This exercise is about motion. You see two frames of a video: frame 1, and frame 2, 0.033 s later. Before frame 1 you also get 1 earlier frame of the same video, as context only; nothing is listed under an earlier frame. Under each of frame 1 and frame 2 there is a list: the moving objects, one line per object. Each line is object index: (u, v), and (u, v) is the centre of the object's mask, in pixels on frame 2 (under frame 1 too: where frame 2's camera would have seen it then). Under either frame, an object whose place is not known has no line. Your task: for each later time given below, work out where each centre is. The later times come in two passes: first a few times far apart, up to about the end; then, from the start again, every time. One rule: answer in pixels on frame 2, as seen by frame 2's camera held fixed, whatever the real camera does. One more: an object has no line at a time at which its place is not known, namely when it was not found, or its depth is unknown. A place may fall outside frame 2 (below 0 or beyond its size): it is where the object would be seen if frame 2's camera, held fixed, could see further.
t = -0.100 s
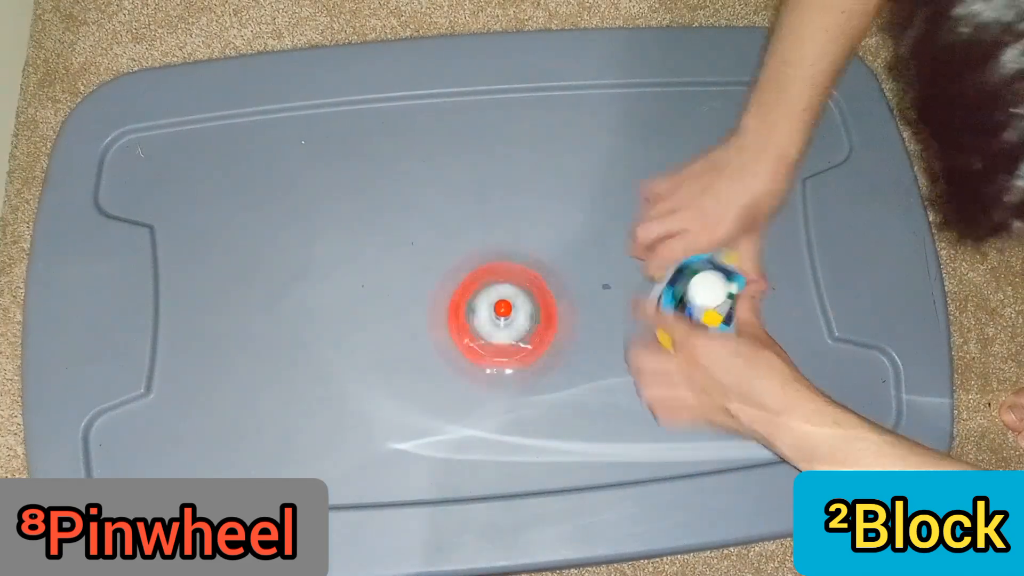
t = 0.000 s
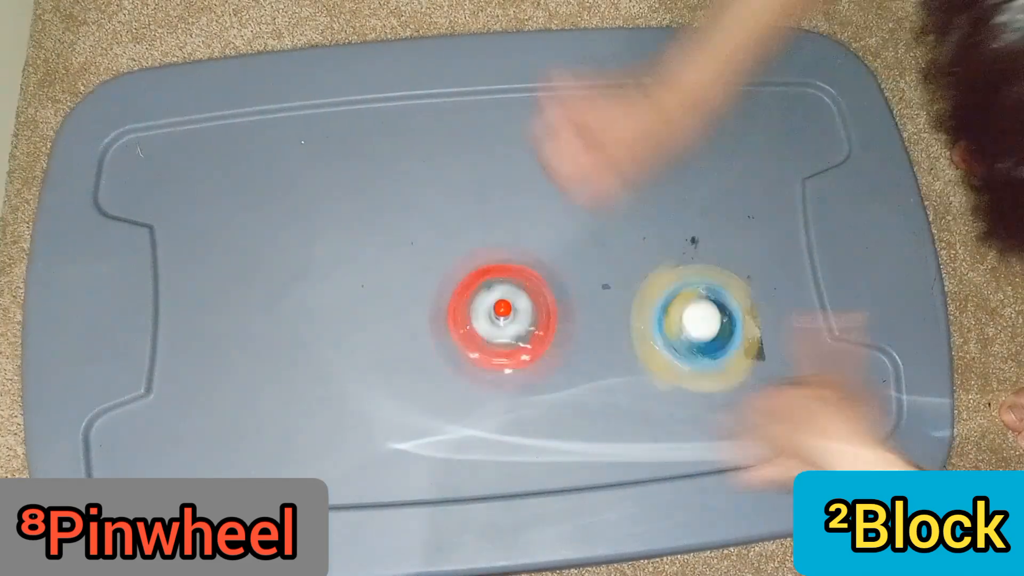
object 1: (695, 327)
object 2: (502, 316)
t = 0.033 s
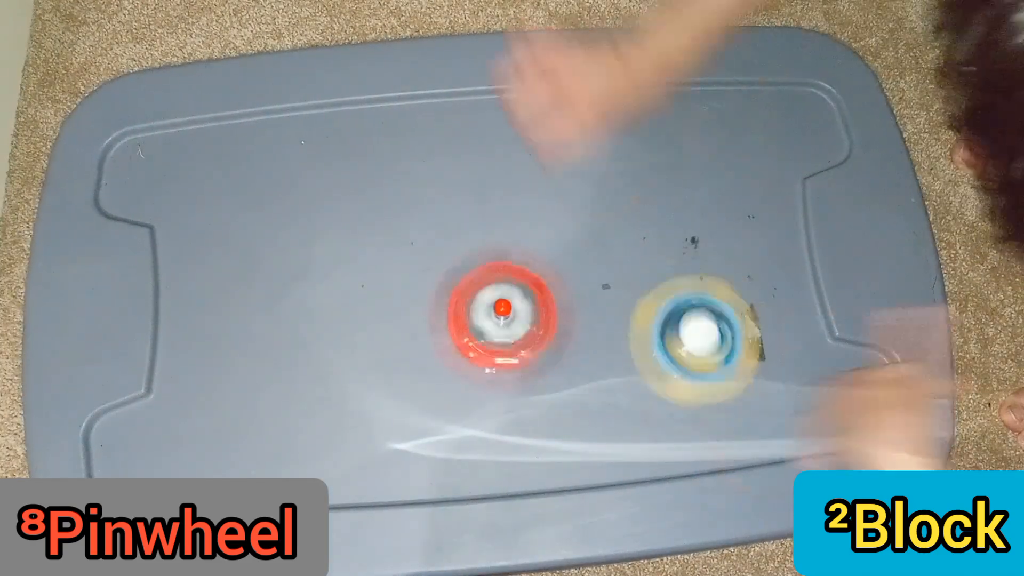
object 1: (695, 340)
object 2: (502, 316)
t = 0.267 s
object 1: (684, 370)
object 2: (502, 315)
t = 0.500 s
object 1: (663, 366)
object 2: (502, 315)
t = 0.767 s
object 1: (659, 356)
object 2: (502, 315)
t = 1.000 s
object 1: (652, 344)
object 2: (502, 316)
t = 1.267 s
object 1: (648, 332)
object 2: (501, 316)
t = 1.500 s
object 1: (646, 322)
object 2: (502, 315)
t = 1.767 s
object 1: (690, 315)
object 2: (416, 331)
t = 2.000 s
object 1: (682, 326)
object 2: (417, 322)
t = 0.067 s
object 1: (694, 349)
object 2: (503, 315)
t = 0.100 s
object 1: (693, 357)
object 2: (501, 316)
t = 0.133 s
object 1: (692, 363)
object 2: (502, 316)
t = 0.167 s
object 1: (691, 366)
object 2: (502, 316)
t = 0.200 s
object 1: (688, 368)
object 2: (502, 315)
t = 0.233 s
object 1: (686, 369)
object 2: (502, 316)
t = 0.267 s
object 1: (684, 370)
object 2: (502, 315)
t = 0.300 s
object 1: (681, 371)
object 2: (503, 315)
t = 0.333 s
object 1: (678, 372)
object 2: (502, 316)
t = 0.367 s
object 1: (675, 372)
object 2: (502, 316)
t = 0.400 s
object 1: (671, 371)
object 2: (501, 316)
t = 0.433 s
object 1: (668, 370)
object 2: (503, 315)
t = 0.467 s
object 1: (665, 369)
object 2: (501, 316)
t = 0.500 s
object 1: (663, 366)
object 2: (502, 315)
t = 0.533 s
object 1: (661, 364)
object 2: (502, 316)
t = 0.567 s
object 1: (661, 363)
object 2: (502, 315)
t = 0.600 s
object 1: (661, 362)
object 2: (501, 316)
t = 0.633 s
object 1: (660, 361)
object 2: (502, 315)
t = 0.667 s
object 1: (661, 359)
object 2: (502, 316)
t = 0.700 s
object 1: (660, 358)
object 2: (502, 315)
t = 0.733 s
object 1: (660, 357)
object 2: (502, 316)
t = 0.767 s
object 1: (659, 356)
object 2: (502, 315)
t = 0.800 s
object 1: (658, 354)
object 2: (502, 316)
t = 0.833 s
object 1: (657, 353)
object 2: (502, 315)
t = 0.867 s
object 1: (656, 351)
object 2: (502, 316)
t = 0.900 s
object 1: (654, 350)
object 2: (501, 315)
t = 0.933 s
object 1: (653, 348)
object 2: (502, 316)
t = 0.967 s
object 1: (652, 346)
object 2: (502, 314)
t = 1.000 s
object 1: (652, 344)
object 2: (502, 316)
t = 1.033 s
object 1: (652, 343)
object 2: (502, 315)
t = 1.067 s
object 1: (652, 342)
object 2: (502, 316)
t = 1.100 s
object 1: (652, 340)
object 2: (501, 315)
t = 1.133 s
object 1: (651, 339)
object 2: (502, 316)
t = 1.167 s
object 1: (650, 337)
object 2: (502, 315)
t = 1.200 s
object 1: (650, 336)
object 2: (501, 316)
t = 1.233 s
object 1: (649, 334)
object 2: (502, 315)
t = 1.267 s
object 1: (648, 332)
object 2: (501, 316)
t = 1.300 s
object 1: (649, 331)
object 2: (502, 315)
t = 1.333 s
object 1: (648, 330)
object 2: (501, 316)
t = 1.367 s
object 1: (648, 328)
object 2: (502, 315)
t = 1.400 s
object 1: (647, 327)
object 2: (501, 316)
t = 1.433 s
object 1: (647, 325)
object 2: (502, 315)
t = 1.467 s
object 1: (647, 324)
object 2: (501, 315)
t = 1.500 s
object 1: (646, 322)
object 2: (502, 315)
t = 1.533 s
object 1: (650, 320)
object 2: (497, 316)
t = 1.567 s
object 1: (664, 316)
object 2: (477, 319)
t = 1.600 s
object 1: (675, 313)
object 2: (459, 324)
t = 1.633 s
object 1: (682, 310)
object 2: (442, 328)
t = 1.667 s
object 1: (688, 309)
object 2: (429, 328)
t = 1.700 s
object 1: (691, 311)
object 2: (421, 330)
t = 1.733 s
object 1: (689, 313)
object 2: (416, 331)
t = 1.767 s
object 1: (690, 315)
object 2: (416, 331)
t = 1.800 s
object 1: (689, 317)
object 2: (415, 329)
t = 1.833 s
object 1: (689, 319)
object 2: (415, 329)
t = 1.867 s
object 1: (689, 320)
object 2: (416, 327)
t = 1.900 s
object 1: (687, 322)
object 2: (415, 325)
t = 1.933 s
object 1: (686, 324)
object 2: (414, 325)
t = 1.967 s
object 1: (685, 325)
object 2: (416, 324)
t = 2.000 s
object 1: (682, 326)
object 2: (417, 322)
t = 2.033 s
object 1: (680, 326)
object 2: (417, 321)
